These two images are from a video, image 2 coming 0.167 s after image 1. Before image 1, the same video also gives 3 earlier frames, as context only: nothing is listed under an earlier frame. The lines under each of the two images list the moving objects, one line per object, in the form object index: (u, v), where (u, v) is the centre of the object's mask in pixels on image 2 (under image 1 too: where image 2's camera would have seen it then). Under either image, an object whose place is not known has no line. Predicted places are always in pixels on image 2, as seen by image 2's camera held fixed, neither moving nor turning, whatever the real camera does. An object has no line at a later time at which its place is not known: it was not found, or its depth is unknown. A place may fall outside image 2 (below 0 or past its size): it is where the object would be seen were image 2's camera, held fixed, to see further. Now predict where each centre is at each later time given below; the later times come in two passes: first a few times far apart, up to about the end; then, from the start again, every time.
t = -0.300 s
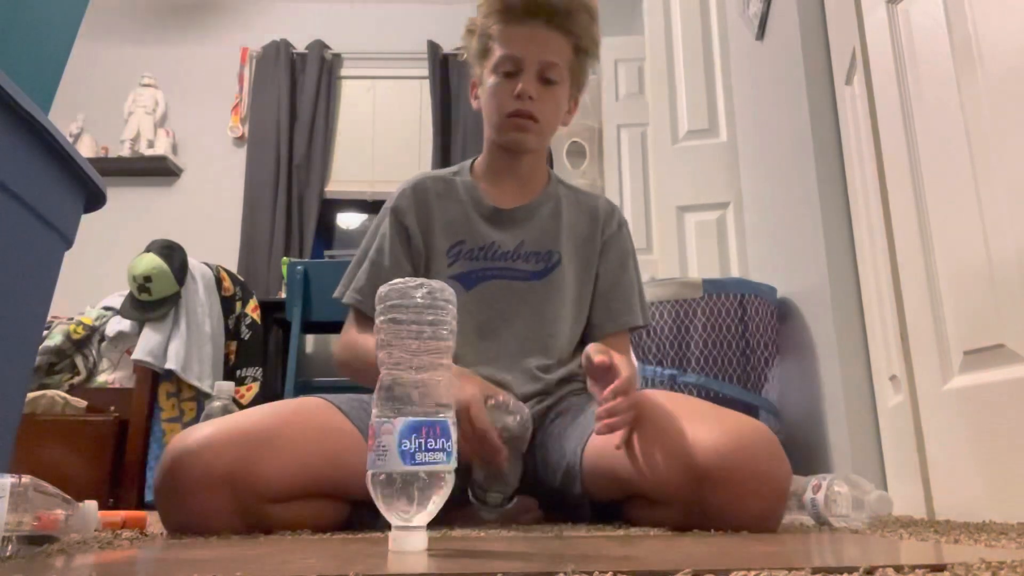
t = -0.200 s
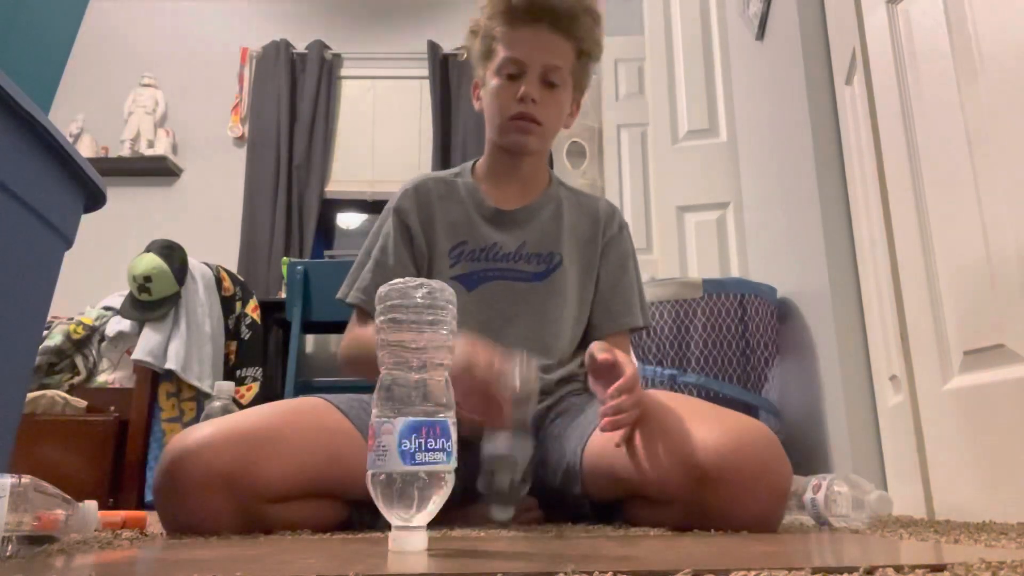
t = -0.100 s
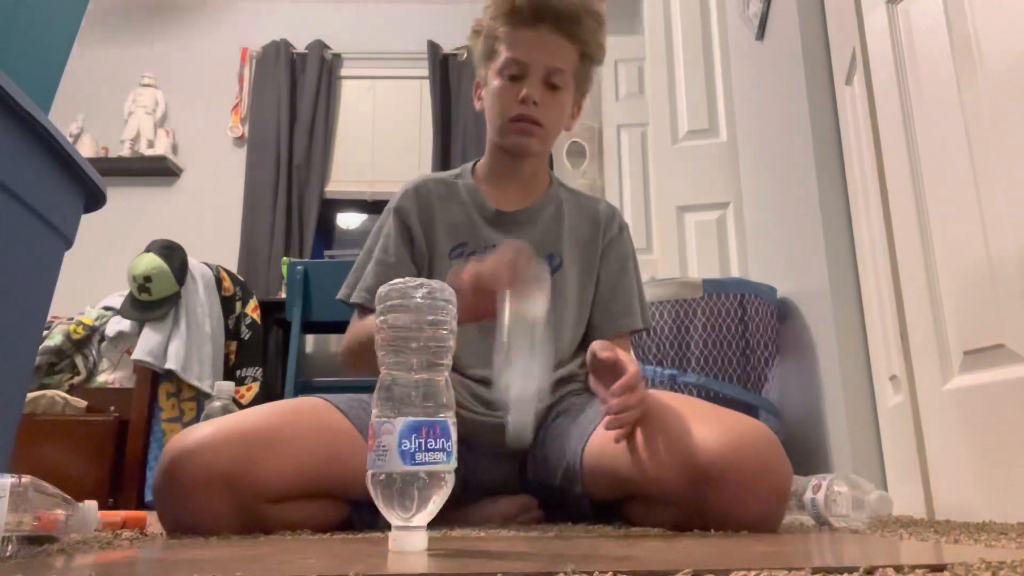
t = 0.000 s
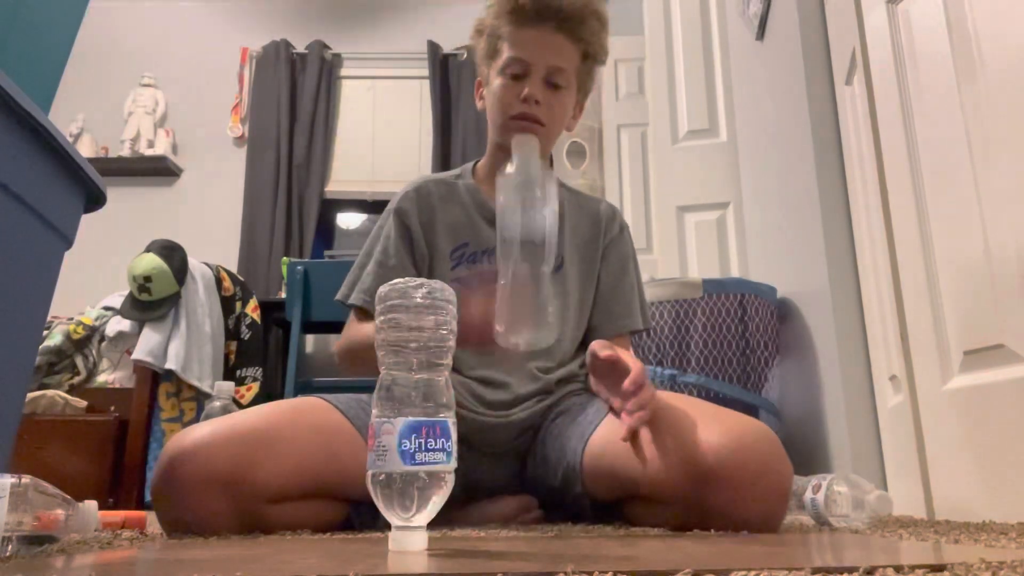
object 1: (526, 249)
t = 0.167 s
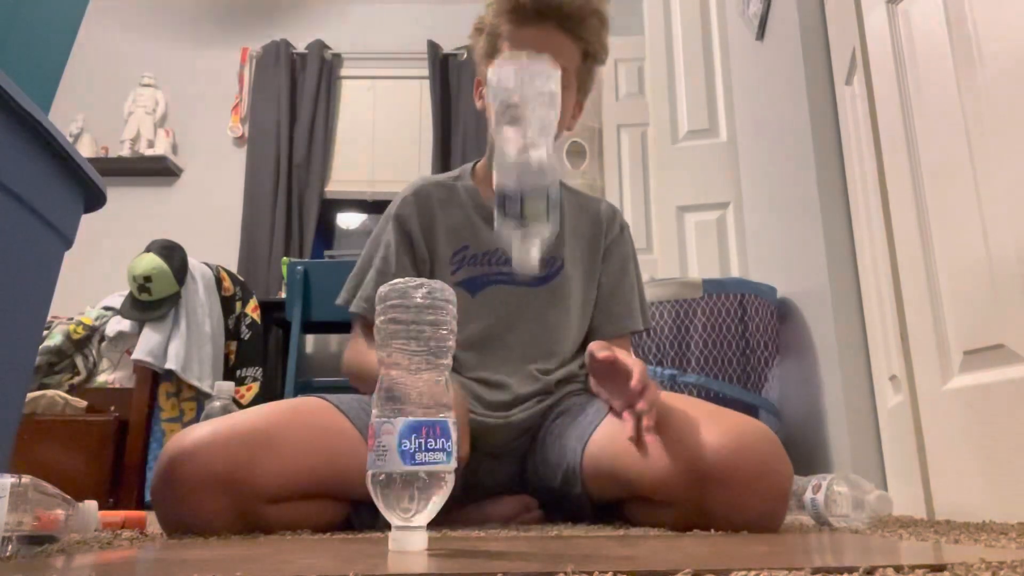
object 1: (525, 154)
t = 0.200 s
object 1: (525, 183)
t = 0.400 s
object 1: (524, 406)
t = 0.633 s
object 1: (528, 405)
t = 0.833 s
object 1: (527, 405)
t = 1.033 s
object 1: (527, 405)
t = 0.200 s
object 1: (525, 183)
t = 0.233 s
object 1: (525, 223)
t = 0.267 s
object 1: (525, 275)
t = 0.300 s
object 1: (527, 346)
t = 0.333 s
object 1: (528, 407)
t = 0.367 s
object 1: (525, 406)
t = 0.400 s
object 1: (524, 406)
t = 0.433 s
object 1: (524, 404)
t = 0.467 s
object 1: (525, 404)
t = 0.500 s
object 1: (526, 404)
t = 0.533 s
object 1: (526, 405)
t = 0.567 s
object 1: (526, 405)
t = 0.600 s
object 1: (527, 405)
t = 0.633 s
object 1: (528, 405)
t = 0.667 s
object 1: (527, 404)
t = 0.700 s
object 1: (526, 405)
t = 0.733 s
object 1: (527, 405)
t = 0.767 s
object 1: (526, 405)
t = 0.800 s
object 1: (526, 405)
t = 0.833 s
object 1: (527, 405)
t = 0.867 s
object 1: (526, 405)
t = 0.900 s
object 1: (526, 405)
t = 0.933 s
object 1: (527, 405)
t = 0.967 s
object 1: (526, 405)
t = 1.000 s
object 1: (527, 405)
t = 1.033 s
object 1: (527, 405)
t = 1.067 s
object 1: (527, 405)
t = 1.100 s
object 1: (527, 405)
